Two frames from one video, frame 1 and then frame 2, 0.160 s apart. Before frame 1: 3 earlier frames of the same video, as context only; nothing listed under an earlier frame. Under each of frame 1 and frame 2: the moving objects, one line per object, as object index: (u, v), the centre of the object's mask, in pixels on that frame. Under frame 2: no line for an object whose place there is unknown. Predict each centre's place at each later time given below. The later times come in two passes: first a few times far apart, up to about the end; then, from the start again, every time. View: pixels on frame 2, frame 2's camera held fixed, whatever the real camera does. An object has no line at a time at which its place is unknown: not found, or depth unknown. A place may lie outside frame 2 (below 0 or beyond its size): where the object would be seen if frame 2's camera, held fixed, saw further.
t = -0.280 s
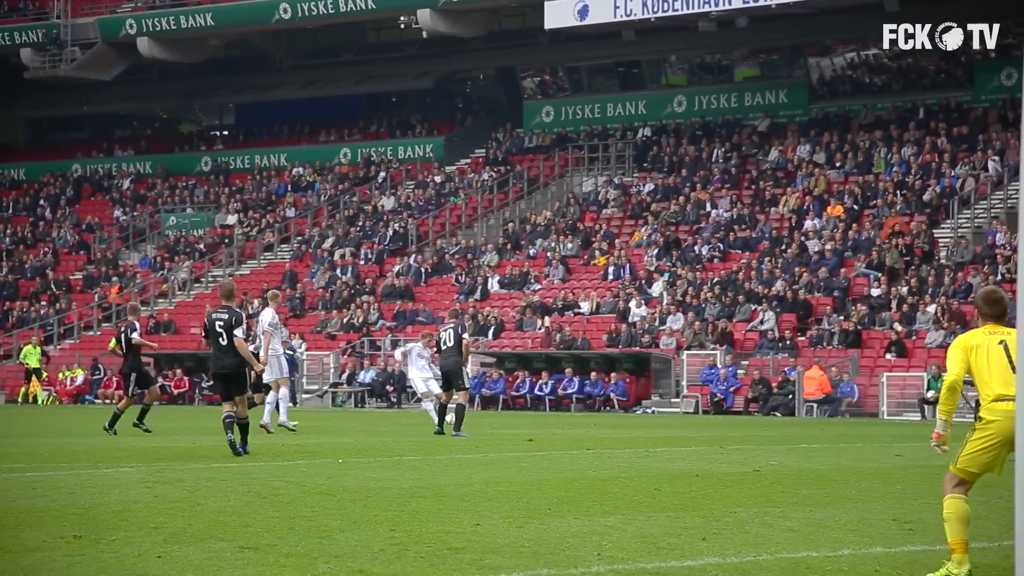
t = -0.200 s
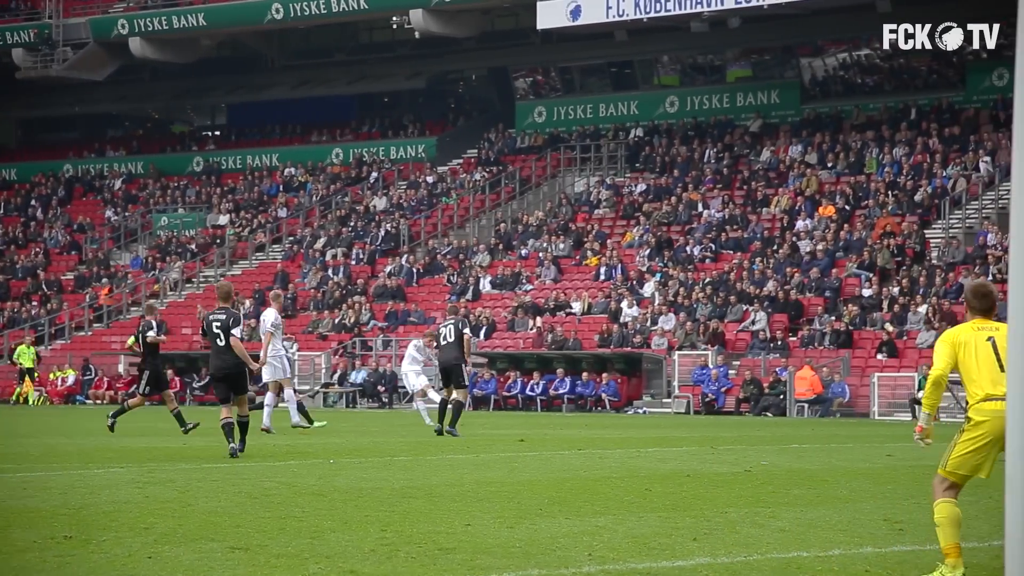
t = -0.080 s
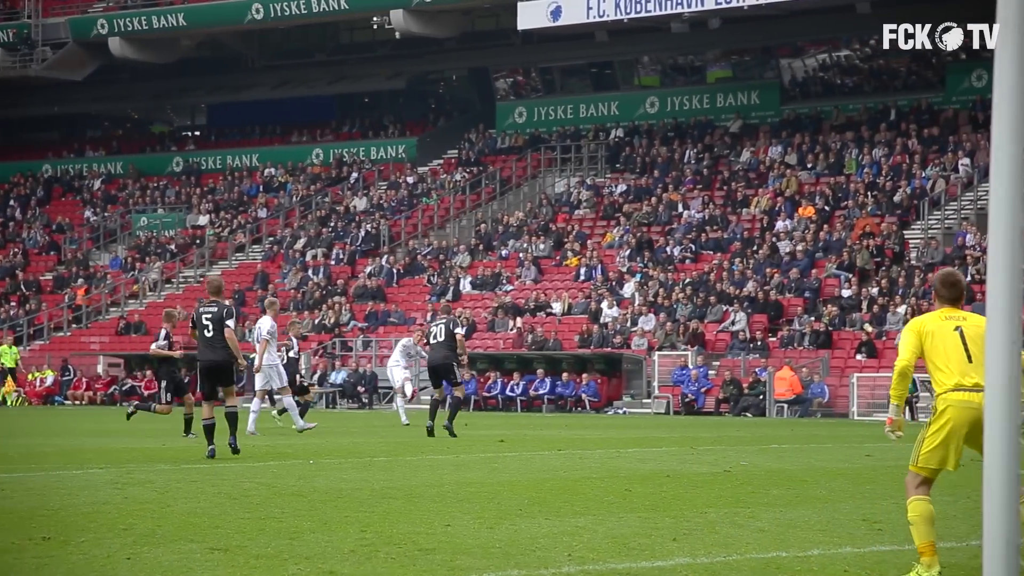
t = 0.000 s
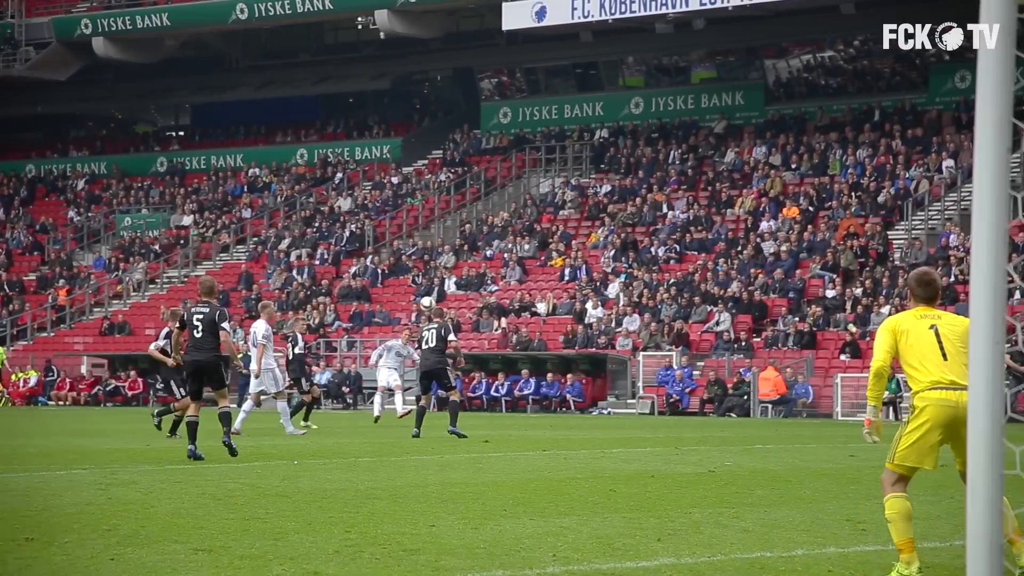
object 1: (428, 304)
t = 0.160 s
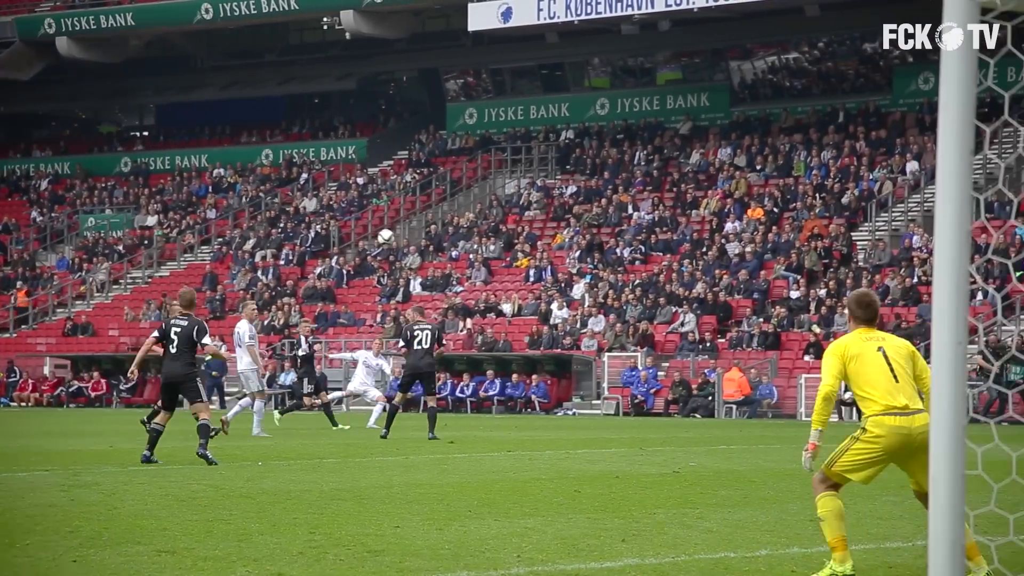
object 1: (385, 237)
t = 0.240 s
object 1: (380, 208)
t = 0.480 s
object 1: (334, 133)
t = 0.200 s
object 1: (383, 223)
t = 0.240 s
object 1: (380, 208)
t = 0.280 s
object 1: (376, 193)
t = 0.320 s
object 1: (373, 181)
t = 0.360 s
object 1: (365, 168)
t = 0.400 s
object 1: (355, 155)
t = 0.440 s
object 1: (345, 143)
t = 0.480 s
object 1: (334, 133)
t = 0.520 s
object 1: (321, 122)
